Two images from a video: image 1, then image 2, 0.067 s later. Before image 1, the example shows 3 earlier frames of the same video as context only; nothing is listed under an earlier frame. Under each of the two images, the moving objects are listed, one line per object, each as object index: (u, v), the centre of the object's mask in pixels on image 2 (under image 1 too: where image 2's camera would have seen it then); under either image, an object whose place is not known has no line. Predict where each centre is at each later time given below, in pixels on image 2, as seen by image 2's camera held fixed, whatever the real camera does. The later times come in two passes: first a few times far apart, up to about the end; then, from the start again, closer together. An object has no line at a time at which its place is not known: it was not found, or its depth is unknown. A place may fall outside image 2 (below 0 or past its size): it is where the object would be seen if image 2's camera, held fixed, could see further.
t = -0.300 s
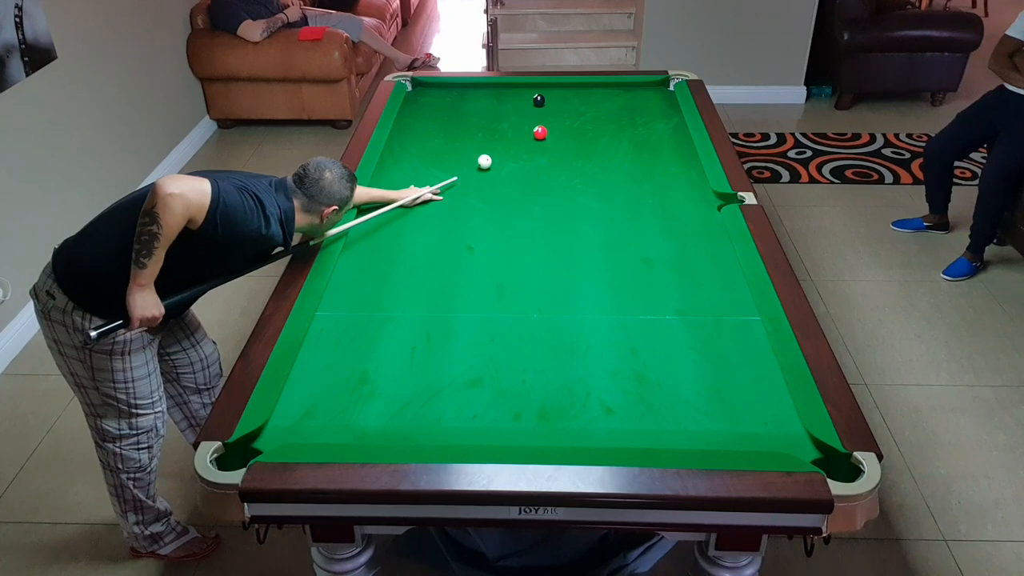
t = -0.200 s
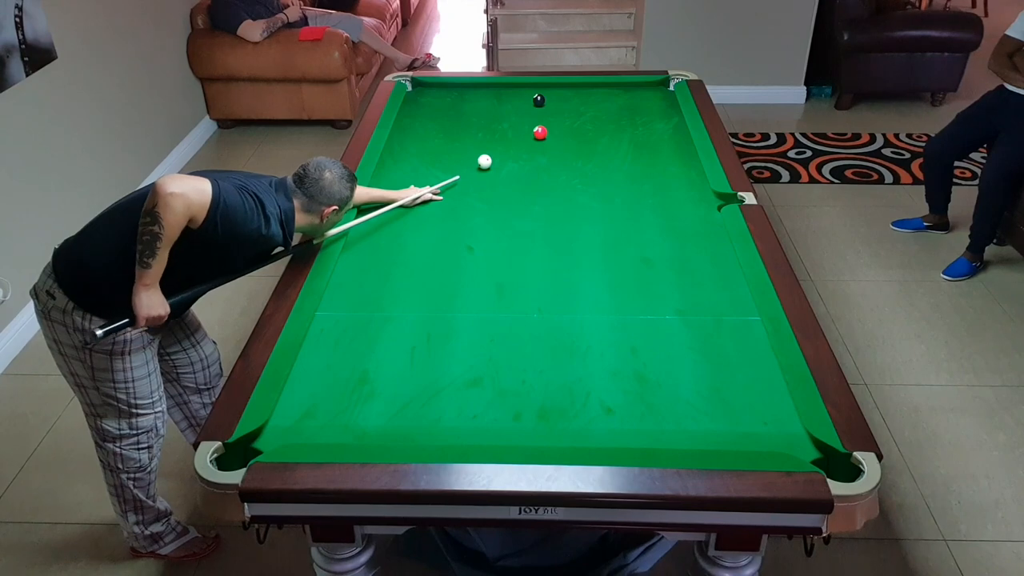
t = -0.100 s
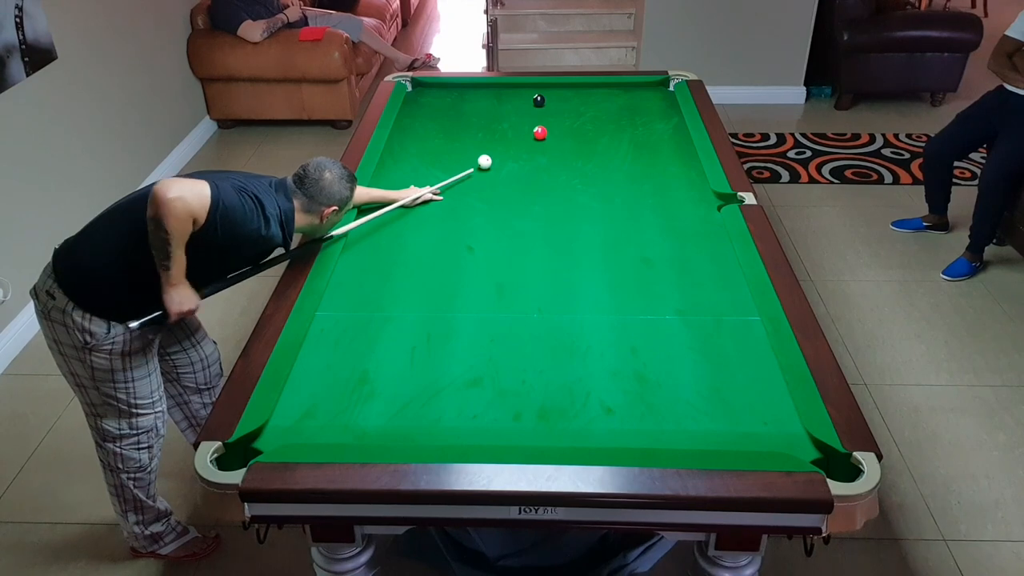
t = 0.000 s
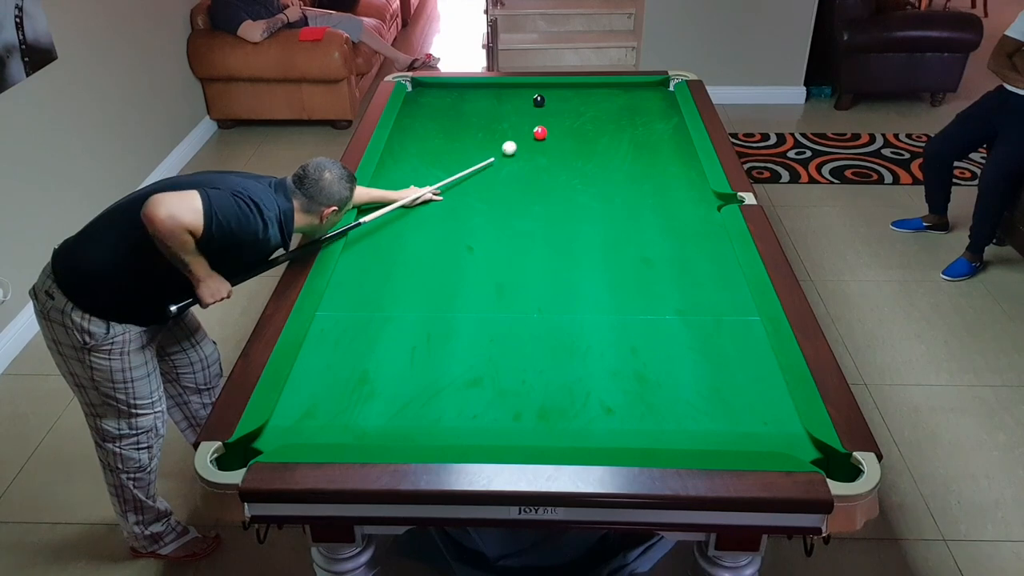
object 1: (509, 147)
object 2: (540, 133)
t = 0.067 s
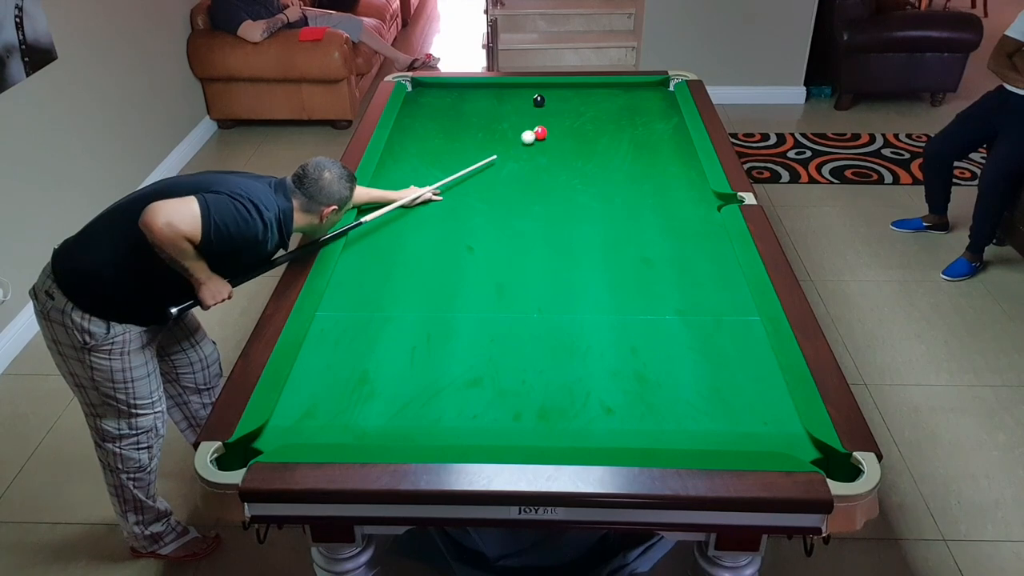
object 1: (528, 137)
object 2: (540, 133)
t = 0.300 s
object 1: (519, 132)
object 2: (597, 111)
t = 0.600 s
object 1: (506, 128)
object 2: (654, 90)
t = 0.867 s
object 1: (496, 125)
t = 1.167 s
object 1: (487, 122)
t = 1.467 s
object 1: (479, 119)
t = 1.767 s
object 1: (472, 116)
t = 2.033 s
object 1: (467, 115)
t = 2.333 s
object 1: (463, 114)
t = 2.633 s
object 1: (460, 113)
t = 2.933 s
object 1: (459, 113)
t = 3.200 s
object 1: (458, 113)
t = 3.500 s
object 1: (458, 113)
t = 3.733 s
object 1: (458, 113)
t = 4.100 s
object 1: (458, 113)
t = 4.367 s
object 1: (458, 113)
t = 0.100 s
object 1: (528, 135)
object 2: (547, 130)
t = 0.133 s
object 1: (527, 135)
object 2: (557, 126)
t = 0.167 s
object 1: (525, 134)
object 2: (566, 123)
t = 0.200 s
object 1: (524, 134)
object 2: (575, 120)
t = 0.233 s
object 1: (522, 133)
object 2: (583, 117)
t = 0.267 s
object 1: (521, 133)
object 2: (591, 114)
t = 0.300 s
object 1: (519, 132)
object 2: (597, 111)
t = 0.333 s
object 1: (518, 132)
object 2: (604, 108)
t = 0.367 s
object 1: (516, 131)
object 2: (611, 106)
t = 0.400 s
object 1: (515, 131)
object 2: (617, 104)
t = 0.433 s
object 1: (513, 130)
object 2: (624, 101)
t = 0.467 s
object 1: (512, 130)
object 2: (630, 99)
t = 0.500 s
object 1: (510, 129)
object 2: (636, 97)
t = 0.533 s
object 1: (509, 129)
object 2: (643, 94)
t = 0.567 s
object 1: (508, 129)
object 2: (649, 92)
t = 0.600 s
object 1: (506, 128)
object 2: (654, 90)
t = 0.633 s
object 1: (505, 128)
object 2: (661, 87)
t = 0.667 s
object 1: (504, 127)
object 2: (666, 85)
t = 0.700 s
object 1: (502, 127)
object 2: (671, 83)
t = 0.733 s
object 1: (501, 126)
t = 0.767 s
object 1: (500, 126)
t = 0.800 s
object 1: (499, 126)
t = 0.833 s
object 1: (498, 125)
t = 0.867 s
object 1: (496, 125)
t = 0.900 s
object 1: (495, 124)
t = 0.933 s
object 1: (494, 124)
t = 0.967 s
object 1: (493, 124)
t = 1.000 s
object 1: (492, 123)
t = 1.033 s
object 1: (491, 123)
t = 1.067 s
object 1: (490, 123)
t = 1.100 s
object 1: (489, 122)
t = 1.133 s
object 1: (488, 122)
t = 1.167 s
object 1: (487, 122)
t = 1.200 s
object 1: (486, 121)
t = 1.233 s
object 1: (485, 121)
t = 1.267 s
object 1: (484, 121)
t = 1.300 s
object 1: (483, 120)
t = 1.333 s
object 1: (482, 120)
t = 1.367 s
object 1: (481, 120)
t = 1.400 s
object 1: (480, 119)
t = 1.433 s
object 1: (480, 119)
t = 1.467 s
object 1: (479, 119)
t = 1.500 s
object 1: (478, 119)
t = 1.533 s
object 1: (477, 118)
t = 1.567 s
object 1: (476, 118)
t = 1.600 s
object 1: (476, 118)
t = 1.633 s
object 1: (475, 117)
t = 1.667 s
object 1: (474, 117)
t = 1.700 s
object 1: (473, 117)
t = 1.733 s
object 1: (473, 117)
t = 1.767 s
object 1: (472, 116)
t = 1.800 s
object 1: (471, 116)
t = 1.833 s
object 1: (471, 116)
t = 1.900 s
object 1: (469, 116)
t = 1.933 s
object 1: (469, 116)
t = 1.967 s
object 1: (468, 116)
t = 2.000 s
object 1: (468, 116)
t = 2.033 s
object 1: (467, 115)
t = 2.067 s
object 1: (467, 115)
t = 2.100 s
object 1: (466, 115)
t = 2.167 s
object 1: (465, 115)
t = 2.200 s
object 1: (465, 115)
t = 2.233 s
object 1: (464, 115)
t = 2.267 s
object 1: (463, 115)
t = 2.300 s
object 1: (463, 115)
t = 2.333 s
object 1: (463, 114)
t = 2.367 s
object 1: (462, 114)
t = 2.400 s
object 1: (462, 114)
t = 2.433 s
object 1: (461, 114)
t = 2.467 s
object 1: (461, 114)
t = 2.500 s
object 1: (461, 114)
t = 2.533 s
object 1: (461, 114)
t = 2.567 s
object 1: (460, 114)
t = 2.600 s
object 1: (460, 113)
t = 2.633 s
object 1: (460, 113)
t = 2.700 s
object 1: (459, 113)
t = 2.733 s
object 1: (459, 113)
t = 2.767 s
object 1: (459, 113)
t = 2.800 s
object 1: (459, 113)
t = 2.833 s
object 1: (459, 113)
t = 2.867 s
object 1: (459, 113)
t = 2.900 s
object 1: (459, 113)
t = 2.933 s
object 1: (459, 113)
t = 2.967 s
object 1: (458, 113)
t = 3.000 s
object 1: (458, 113)
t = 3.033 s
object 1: (458, 113)
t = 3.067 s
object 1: (458, 113)
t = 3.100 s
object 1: (458, 113)
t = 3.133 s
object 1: (458, 113)
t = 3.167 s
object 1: (458, 113)
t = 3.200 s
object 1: (458, 113)
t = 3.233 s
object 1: (458, 113)
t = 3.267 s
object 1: (458, 113)
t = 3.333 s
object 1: (458, 113)
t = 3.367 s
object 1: (458, 113)
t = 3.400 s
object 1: (458, 113)
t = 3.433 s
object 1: (458, 113)
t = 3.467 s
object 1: (458, 113)
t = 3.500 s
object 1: (458, 113)
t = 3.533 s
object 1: (458, 113)
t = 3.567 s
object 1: (458, 113)
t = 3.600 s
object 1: (458, 113)
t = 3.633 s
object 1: (458, 113)
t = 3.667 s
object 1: (458, 113)
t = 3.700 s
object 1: (458, 113)
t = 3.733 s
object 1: (458, 113)
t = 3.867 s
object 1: (458, 113)
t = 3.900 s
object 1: (458, 113)
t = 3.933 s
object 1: (458, 113)
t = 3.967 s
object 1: (458, 113)
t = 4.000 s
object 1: (458, 113)
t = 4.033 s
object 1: (458, 113)
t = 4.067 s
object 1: (458, 113)
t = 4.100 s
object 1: (458, 113)
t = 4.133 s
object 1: (458, 113)
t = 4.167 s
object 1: (458, 113)
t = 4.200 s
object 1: (458, 113)
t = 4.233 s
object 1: (458, 113)
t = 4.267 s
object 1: (458, 113)
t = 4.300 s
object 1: (458, 113)
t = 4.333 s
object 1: (458, 113)
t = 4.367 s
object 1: (458, 113)
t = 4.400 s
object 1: (458, 113)
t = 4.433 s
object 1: (458, 113)
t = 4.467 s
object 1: (458, 113)
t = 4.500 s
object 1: (458, 113)
